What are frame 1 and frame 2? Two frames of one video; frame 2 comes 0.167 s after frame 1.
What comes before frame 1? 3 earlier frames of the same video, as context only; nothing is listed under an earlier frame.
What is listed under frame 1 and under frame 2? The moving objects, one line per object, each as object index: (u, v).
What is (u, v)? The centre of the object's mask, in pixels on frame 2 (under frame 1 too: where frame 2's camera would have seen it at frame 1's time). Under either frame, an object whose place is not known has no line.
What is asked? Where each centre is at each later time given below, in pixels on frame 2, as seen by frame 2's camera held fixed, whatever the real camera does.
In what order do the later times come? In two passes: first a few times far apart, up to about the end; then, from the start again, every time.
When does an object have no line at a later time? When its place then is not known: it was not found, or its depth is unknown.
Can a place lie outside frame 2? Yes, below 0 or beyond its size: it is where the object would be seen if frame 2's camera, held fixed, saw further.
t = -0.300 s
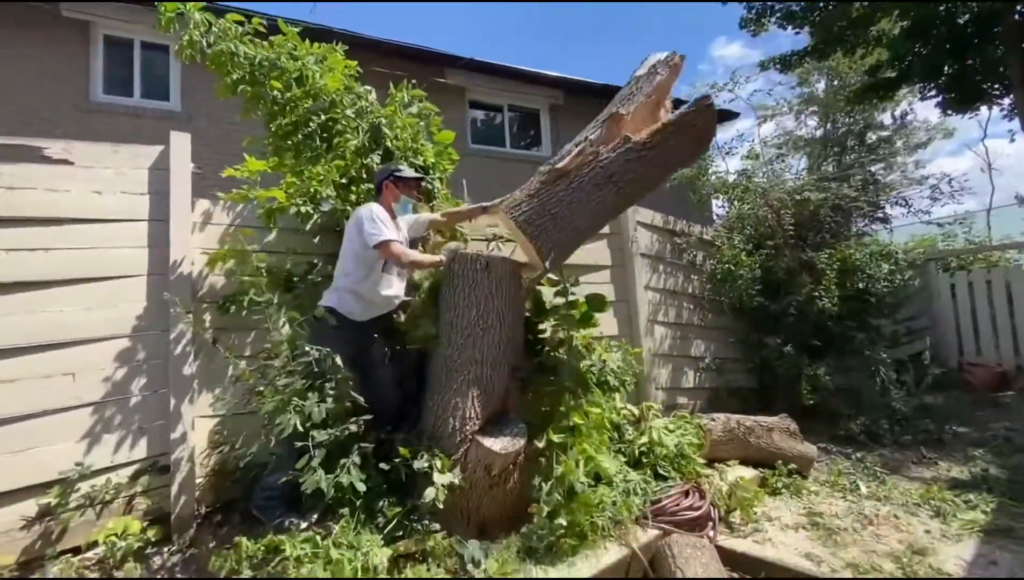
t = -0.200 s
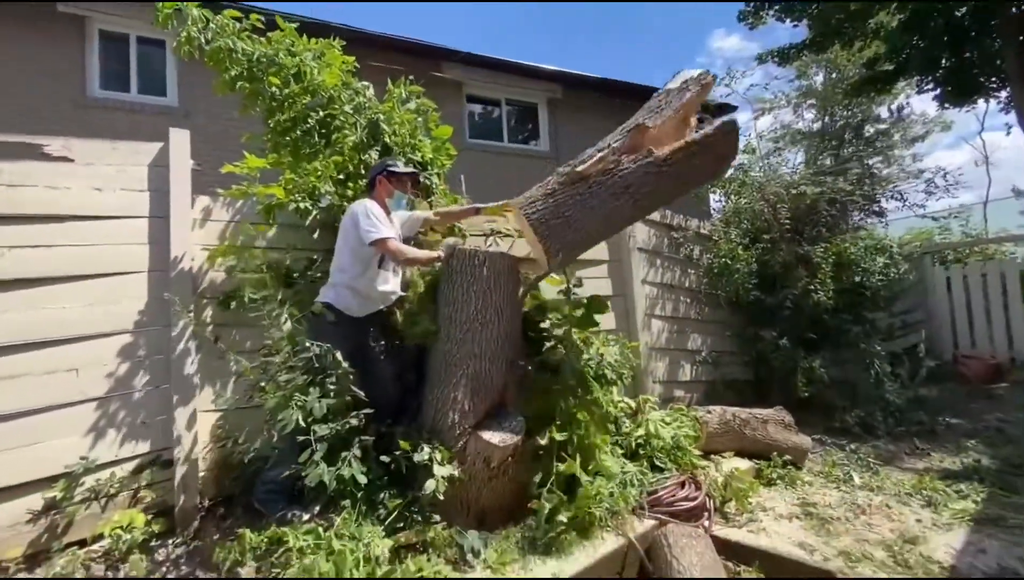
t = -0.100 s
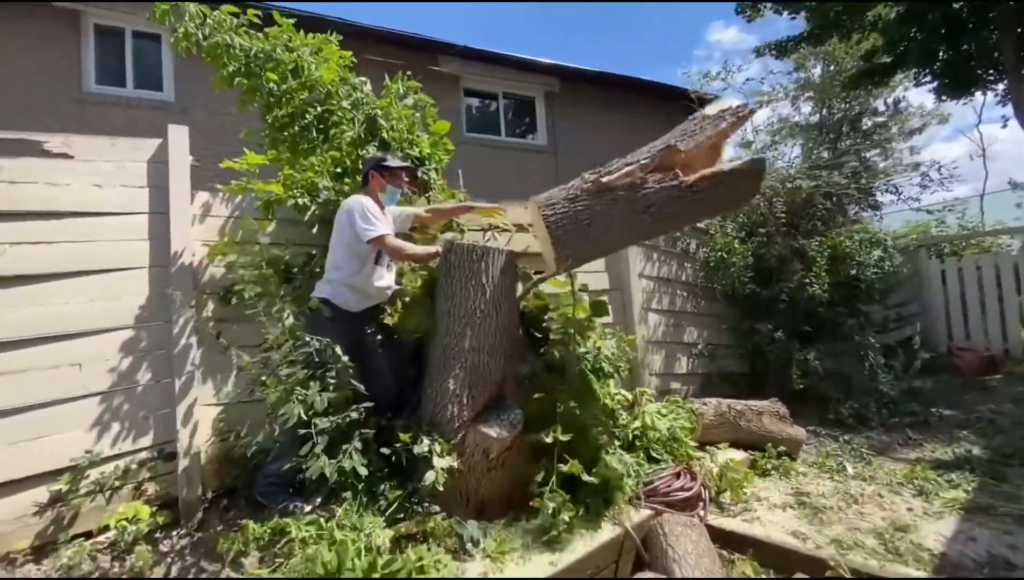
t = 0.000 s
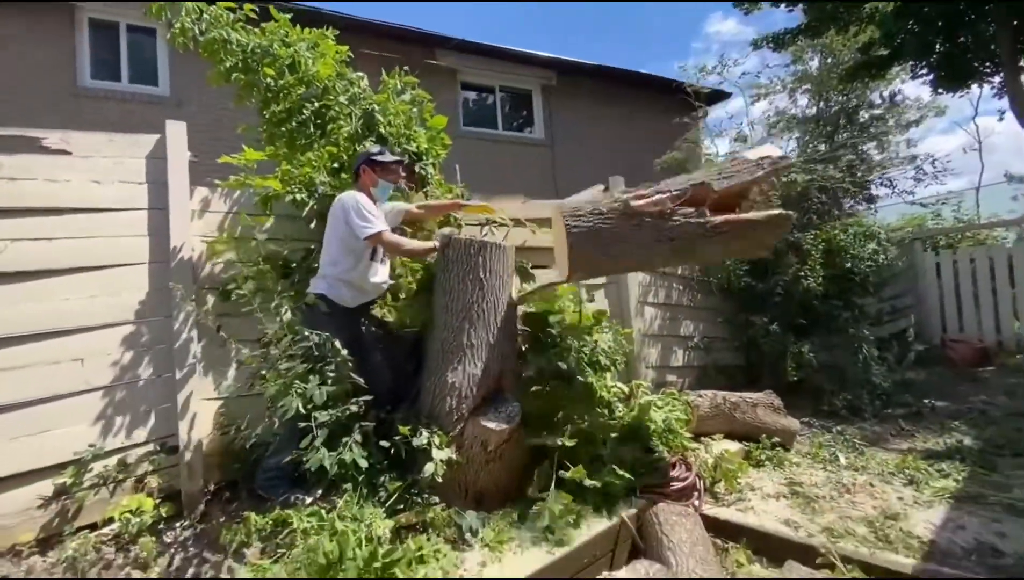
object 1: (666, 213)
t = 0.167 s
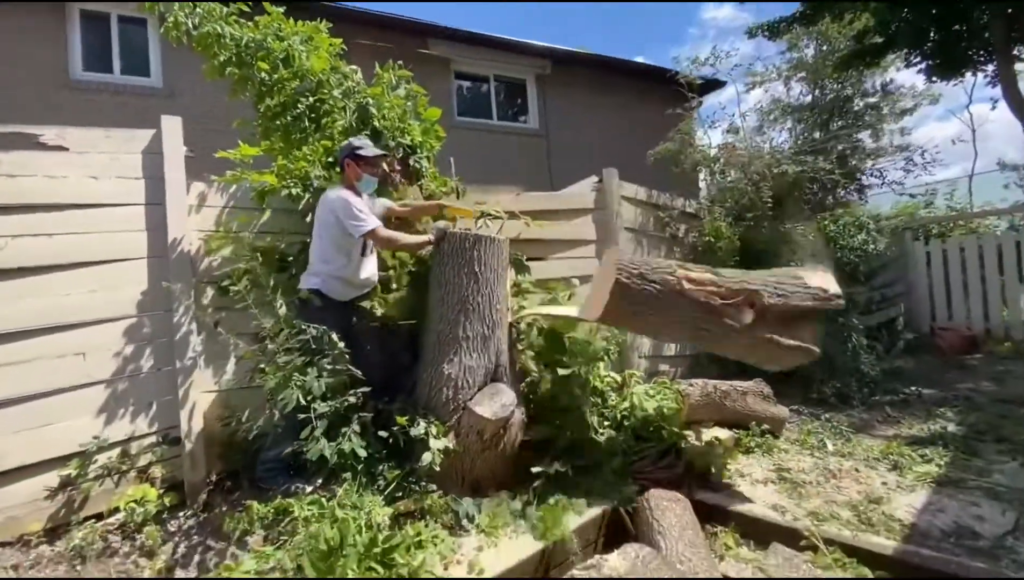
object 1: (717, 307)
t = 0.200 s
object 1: (724, 331)
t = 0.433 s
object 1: (733, 439)
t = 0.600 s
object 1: (745, 445)
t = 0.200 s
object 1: (724, 331)
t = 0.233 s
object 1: (734, 359)
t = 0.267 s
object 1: (741, 384)
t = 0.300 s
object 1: (751, 413)
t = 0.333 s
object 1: (750, 424)
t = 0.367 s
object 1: (751, 431)
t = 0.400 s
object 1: (758, 437)
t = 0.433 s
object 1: (733, 439)
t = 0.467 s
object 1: (744, 444)
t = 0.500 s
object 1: (743, 446)
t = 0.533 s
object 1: (743, 445)
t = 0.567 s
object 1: (743, 445)
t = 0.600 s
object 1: (745, 445)
